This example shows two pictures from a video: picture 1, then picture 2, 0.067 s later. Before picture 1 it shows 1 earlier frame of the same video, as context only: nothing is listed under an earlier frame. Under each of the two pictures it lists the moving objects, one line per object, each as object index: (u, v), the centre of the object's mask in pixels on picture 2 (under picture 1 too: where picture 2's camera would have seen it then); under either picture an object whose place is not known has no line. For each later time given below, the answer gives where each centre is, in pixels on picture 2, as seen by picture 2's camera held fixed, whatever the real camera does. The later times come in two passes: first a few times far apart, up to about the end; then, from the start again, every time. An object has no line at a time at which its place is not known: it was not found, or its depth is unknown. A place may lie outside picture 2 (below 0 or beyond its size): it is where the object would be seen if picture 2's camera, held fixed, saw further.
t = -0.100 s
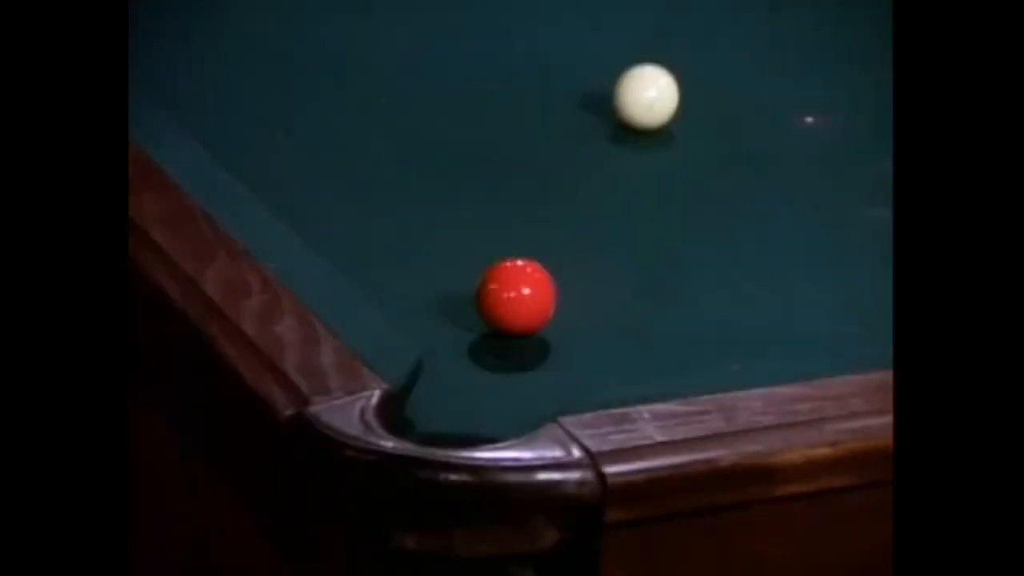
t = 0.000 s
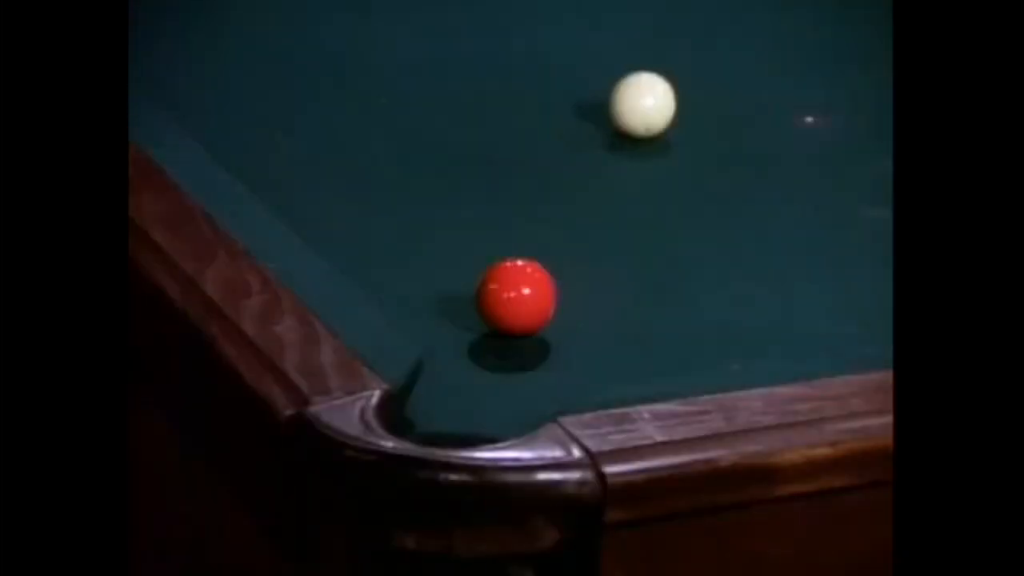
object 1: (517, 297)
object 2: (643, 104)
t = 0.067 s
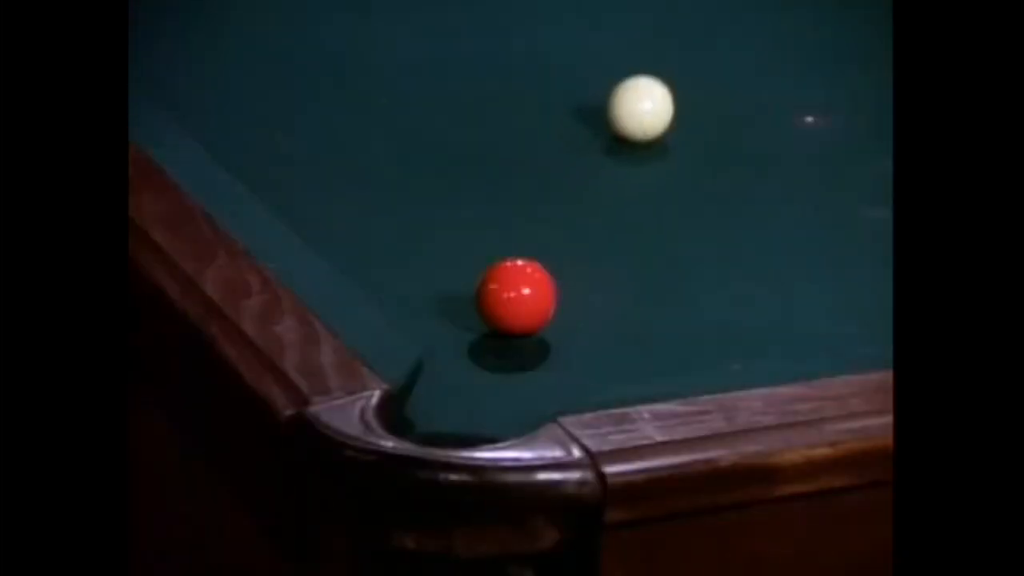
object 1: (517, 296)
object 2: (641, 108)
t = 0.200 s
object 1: (516, 297)
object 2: (636, 118)
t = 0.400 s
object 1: (516, 297)
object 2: (628, 133)
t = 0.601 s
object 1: (516, 297)
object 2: (622, 147)
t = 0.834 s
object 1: (516, 297)
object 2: (614, 167)
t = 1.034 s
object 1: (517, 297)
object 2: (607, 182)
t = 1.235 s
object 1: (517, 297)
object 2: (599, 198)
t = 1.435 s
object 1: (516, 297)
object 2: (591, 215)
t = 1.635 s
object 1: (516, 297)
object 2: (584, 231)
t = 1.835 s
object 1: (516, 297)
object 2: (577, 249)
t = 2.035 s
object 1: (515, 297)
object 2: (573, 265)
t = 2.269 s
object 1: (501, 304)
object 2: (576, 281)
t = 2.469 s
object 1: (483, 312)
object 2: (588, 289)
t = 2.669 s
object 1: (467, 320)
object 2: (599, 297)
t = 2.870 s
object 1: (451, 327)
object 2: (613, 305)
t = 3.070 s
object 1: (446, 332)
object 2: (625, 313)
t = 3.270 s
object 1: (461, 336)
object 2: (638, 321)
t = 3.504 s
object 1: (478, 339)
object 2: (652, 332)
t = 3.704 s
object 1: (493, 340)
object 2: (664, 339)
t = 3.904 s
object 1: (506, 341)
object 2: (675, 343)
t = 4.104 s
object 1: (522, 343)
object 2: (688, 347)
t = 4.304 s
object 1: (536, 345)
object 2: (698, 350)
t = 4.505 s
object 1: (550, 346)
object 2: (693, 348)
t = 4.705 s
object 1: (562, 347)
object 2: (689, 346)
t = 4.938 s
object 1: (576, 350)
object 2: (683, 343)
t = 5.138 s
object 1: (587, 351)
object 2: (679, 341)
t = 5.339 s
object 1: (598, 352)
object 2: (676, 339)
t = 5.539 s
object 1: (606, 353)
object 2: (676, 335)
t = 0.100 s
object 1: (517, 297)
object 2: (640, 110)
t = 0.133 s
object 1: (517, 297)
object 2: (638, 113)
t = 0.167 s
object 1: (517, 297)
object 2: (637, 117)
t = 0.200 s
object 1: (516, 297)
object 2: (636, 118)
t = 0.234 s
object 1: (516, 297)
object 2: (635, 121)
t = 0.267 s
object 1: (517, 297)
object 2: (634, 123)
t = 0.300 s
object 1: (516, 297)
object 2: (632, 126)
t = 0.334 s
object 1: (516, 297)
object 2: (631, 129)
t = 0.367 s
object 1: (516, 297)
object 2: (630, 130)
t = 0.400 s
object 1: (516, 297)
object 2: (628, 133)
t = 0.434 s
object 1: (516, 297)
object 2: (628, 134)
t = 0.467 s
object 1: (516, 297)
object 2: (626, 138)
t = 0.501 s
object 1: (516, 297)
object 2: (625, 141)
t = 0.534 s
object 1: (516, 297)
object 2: (624, 142)
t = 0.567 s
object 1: (516, 297)
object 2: (623, 145)
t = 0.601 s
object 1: (516, 297)
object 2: (622, 147)
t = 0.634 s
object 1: (516, 297)
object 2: (621, 151)
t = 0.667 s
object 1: (516, 297)
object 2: (619, 154)
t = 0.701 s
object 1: (516, 297)
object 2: (619, 155)
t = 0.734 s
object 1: (516, 297)
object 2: (617, 158)
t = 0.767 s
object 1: (516, 297)
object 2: (616, 160)
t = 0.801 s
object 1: (516, 297)
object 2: (615, 164)
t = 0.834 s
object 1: (516, 297)
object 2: (614, 167)
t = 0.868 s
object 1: (516, 297)
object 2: (613, 168)
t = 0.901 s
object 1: (517, 297)
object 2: (611, 171)
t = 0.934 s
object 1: (516, 297)
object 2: (611, 173)
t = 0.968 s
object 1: (516, 297)
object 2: (609, 177)
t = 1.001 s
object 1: (517, 297)
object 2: (607, 180)
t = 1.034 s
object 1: (517, 297)
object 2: (607, 182)
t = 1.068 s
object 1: (517, 297)
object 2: (605, 184)
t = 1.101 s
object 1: (517, 297)
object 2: (604, 186)
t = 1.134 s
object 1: (517, 297)
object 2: (603, 190)
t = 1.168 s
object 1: (517, 297)
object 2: (602, 193)
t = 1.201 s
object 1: (517, 297)
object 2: (600, 197)
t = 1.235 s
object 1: (517, 297)
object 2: (599, 198)
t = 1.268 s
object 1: (517, 297)
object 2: (598, 201)
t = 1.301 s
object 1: (517, 297)
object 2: (597, 204)
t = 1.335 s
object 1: (517, 297)
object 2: (595, 207)
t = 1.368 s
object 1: (516, 297)
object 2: (594, 210)
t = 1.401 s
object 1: (516, 297)
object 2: (593, 211)
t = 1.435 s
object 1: (516, 297)
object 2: (591, 215)
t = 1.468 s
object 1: (517, 297)
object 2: (590, 218)
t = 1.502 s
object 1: (516, 297)
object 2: (589, 221)
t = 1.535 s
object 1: (516, 297)
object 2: (587, 224)
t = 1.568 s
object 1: (516, 297)
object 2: (587, 225)
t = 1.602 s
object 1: (516, 297)
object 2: (585, 229)
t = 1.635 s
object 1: (516, 297)
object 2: (584, 231)
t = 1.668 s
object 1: (516, 297)
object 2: (583, 235)
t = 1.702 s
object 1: (516, 297)
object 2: (581, 238)
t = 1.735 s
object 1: (516, 297)
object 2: (581, 240)
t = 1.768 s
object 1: (516, 297)
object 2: (579, 243)
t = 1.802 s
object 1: (516, 297)
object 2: (578, 246)
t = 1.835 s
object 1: (516, 297)
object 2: (577, 249)
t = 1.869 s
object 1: (516, 297)
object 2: (576, 252)
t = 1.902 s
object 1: (516, 297)
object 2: (575, 253)
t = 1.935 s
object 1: (516, 297)
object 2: (575, 256)
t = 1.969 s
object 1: (516, 297)
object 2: (574, 259)
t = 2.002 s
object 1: (515, 297)
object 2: (573, 262)
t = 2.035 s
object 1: (515, 297)
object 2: (573, 265)
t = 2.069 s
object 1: (515, 297)
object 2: (572, 267)
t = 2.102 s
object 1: (515, 297)
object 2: (572, 270)
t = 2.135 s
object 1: (515, 297)
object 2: (571, 272)
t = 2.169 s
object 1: (511, 299)
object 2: (572, 275)
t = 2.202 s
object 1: (507, 301)
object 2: (574, 277)
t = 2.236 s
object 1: (505, 302)
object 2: (575, 278)
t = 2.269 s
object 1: (501, 304)
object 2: (576, 281)
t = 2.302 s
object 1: (499, 306)
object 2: (577, 282)
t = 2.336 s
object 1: (495, 307)
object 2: (579, 284)
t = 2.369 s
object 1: (491, 308)
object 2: (582, 285)
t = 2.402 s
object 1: (489, 309)
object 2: (584, 286)
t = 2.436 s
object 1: (486, 311)
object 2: (586, 288)
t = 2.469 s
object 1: (483, 312)
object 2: (588, 289)
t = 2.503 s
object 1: (480, 314)
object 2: (590, 291)
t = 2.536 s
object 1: (476, 315)
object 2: (592, 292)
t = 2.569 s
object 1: (474, 315)
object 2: (594, 293)
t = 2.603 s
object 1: (472, 317)
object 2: (595, 294)
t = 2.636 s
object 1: (469, 319)
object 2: (598, 296)
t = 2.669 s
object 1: (467, 320)
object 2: (599, 297)
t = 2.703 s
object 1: (464, 321)
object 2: (602, 298)
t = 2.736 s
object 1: (461, 322)
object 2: (603, 299)
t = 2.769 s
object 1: (458, 324)
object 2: (606, 301)
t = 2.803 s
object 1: (455, 325)
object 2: (609, 303)
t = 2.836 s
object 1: (454, 326)
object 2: (610, 304)
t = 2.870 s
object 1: (451, 327)
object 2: (613, 305)
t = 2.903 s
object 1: (450, 327)
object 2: (614, 306)
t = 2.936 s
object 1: (446, 329)
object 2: (616, 308)
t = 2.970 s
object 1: (444, 330)
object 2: (620, 310)
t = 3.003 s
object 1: (443, 331)
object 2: (621, 310)
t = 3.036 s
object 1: (445, 332)
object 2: (624, 312)
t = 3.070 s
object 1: (446, 332)
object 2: (625, 313)
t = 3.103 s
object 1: (449, 333)
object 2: (627, 315)
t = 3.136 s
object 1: (452, 334)
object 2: (630, 317)
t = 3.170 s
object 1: (453, 334)
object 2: (631, 317)
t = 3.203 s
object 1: (456, 334)
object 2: (634, 319)
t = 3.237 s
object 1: (457, 335)
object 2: (635, 320)
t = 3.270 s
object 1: (461, 336)
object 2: (638, 321)
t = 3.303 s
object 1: (464, 336)
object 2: (641, 324)
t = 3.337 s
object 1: (465, 336)
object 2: (642, 325)
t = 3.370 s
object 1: (468, 337)
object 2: (644, 326)
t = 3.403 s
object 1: (470, 337)
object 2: (646, 327)
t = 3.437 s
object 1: (473, 337)
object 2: (648, 329)
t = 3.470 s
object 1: (476, 338)
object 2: (651, 331)
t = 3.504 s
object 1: (478, 339)
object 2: (652, 332)
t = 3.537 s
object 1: (481, 339)
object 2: (654, 333)
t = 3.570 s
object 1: (482, 339)
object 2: (655, 334)
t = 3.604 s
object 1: (485, 339)
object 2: (658, 335)
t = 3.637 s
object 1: (489, 340)
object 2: (661, 337)
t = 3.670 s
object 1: (490, 340)
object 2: (662, 338)
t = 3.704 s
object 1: (493, 340)
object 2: (664, 339)
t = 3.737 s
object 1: (494, 340)
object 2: (666, 339)
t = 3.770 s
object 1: (497, 340)
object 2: (668, 340)
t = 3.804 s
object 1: (500, 341)
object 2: (671, 341)
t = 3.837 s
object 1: (502, 341)
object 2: (672, 342)
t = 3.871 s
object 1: (505, 341)
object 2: (674, 343)
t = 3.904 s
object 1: (506, 341)
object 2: (675, 343)
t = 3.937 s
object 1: (509, 342)
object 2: (678, 344)
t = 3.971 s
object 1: (512, 343)
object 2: (680, 345)
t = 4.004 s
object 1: (513, 343)
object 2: (681, 345)
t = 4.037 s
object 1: (516, 343)
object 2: (684, 346)
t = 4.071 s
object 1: (518, 343)
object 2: (685, 346)
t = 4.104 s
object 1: (522, 343)
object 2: (688, 347)
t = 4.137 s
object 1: (524, 344)
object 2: (690, 348)
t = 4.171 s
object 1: (526, 344)
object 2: (691, 348)
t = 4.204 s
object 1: (529, 344)
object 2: (694, 349)
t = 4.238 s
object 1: (530, 344)
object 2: (695, 349)
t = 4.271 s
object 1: (534, 344)
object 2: (697, 350)
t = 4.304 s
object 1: (536, 345)
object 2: (698, 350)
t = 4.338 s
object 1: (538, 345)
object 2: (697, 350)
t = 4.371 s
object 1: (540, 345)
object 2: (696, 349)
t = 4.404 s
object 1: (542, 345)
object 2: (696, 349)
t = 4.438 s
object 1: (545, 346)
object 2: (695, 348)
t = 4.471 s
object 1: (547, 346)
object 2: (694, 348)
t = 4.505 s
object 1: (550, 346)
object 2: (693, 348)
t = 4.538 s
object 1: (552, 346)
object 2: (692, 347)
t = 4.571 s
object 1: (554, 346)
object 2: (692, 347)
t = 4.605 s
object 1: (556, 347)
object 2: (691, 347)
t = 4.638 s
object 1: (559, 347)
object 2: (691, 346)
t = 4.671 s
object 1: (561, 347)
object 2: (690, 346)
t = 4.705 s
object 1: (562, 347)
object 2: (689, 346)
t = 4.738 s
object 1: (565, 348)
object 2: (688, 345)
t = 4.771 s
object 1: (566, 348)
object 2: (688, 345)
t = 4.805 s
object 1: (569, 349)
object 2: (687, 345)
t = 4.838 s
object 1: (571, 349)
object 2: (685, 344)
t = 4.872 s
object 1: (572, 349)
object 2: (685, 344)
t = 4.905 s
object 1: (575, 349)
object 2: (684, 343)
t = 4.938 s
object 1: (576, 350)
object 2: (683, 343)
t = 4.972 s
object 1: (578, 351)
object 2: (683, 343)
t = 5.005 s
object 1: (581, 351)
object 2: (681, 343)
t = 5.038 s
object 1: (582, 351)
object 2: (681, 342)
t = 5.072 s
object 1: (584, 351)
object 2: (680, 342)
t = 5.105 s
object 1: (585, 351)
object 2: (680, 341)
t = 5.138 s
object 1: (587, 351)
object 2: (679, 341)
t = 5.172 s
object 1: (589, 351)
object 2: (678, 341)
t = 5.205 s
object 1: (591, 351)
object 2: (677, 340)
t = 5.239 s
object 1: (593, 351)
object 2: (677, 340)
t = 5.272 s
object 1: (594, 351)
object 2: (677, 340)
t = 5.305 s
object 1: (596, 351)
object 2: (676, 339)
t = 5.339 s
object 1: (598, 352)
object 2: (676, 339)
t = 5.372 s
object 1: (599, 352)
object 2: (676, 338)
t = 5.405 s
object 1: (602, 352)
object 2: (677, 338)
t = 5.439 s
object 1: (602, 352)
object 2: (676, 337)
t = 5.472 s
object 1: (603, 352)
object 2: (676, 337)
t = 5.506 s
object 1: (605, 353)
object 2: (676, 336)
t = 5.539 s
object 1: (606, 353)
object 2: (676, 335)
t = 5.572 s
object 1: (606, 353)
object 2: (676, 335)
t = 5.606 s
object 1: (607, 353)
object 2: (677, 334)
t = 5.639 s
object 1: (608, 353)
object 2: (677, 334)
